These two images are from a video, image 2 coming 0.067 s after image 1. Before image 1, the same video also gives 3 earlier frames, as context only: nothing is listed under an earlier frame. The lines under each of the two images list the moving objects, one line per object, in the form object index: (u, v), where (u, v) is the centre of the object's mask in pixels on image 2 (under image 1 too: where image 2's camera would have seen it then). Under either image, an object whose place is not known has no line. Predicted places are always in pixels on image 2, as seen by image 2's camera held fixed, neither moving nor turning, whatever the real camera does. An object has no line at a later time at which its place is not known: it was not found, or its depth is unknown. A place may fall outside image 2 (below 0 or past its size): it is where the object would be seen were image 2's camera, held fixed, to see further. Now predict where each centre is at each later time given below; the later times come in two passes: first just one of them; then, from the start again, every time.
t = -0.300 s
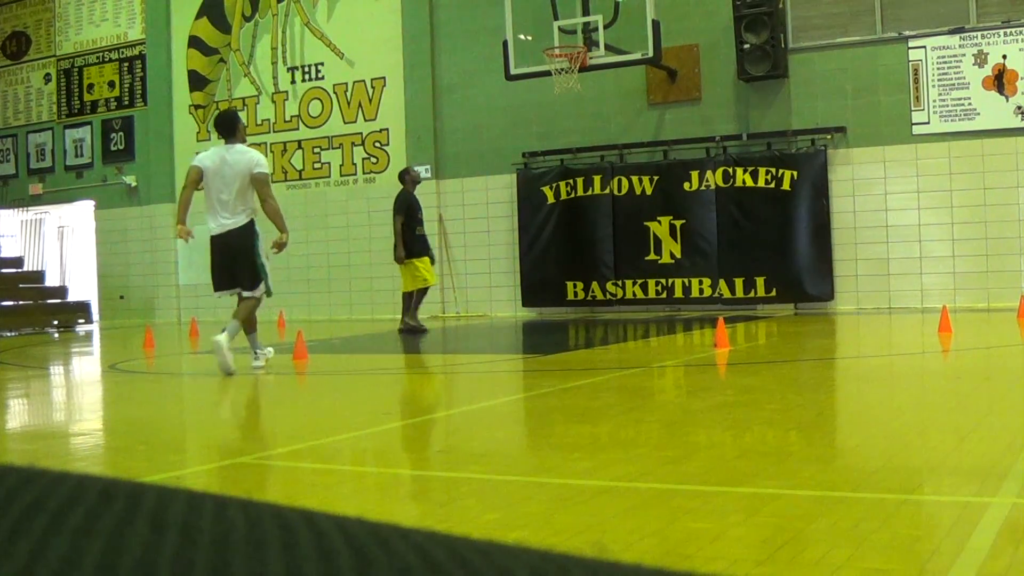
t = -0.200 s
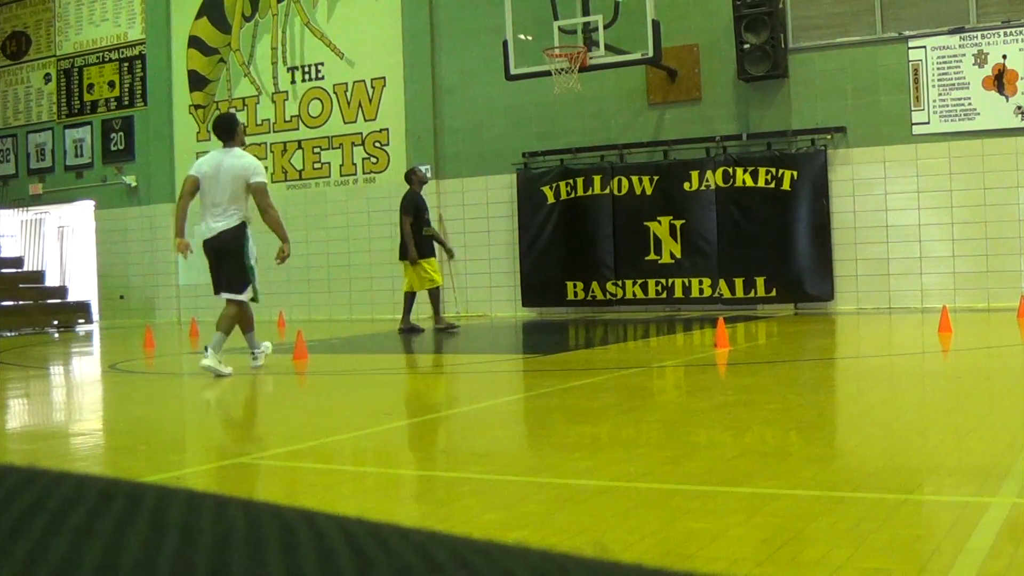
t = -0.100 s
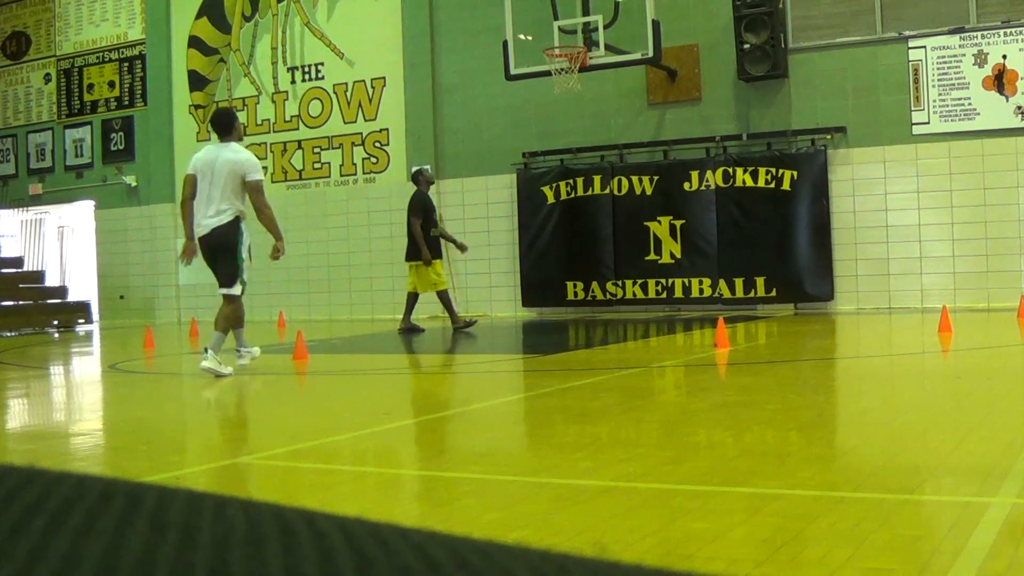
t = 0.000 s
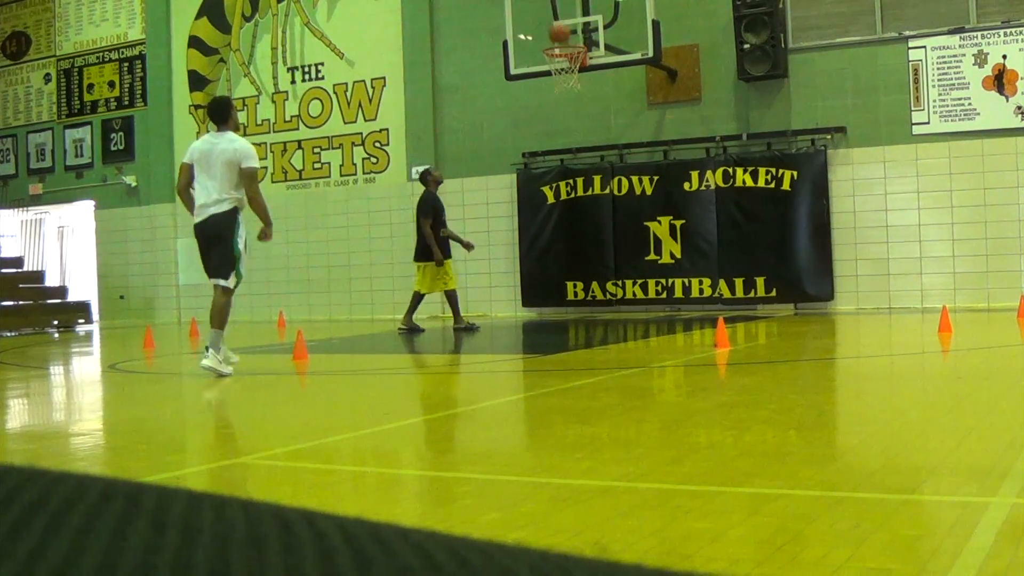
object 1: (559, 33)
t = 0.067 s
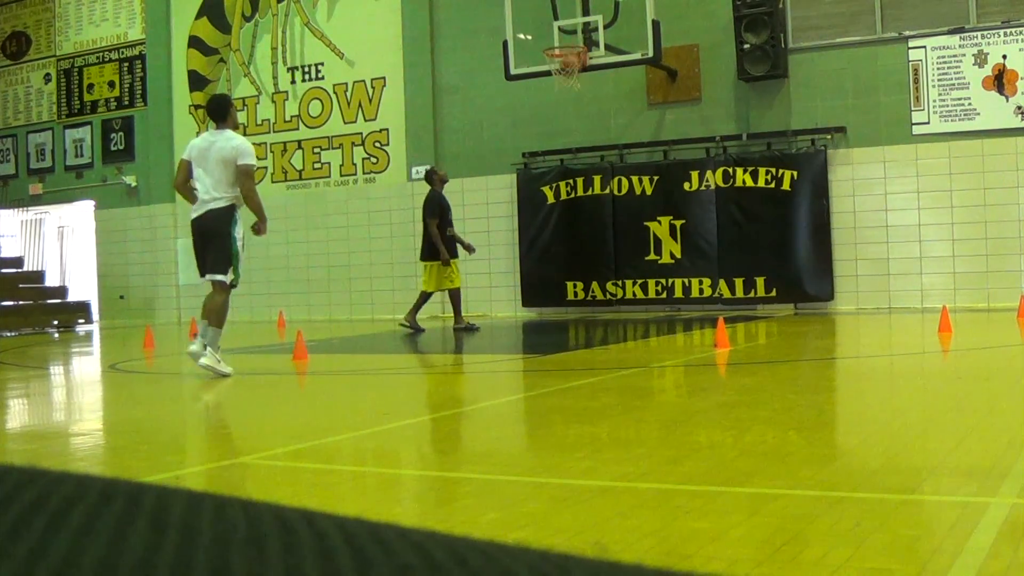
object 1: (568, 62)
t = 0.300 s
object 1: (577, 123)
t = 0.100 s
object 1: (571, 74)
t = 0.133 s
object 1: (572, 80)
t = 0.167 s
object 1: (574, 87)
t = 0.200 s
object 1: (574, 95)
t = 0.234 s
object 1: (575, 103)
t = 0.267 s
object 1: (576, 113)
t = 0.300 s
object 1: (577, 123)
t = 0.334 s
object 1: (578, 133)
